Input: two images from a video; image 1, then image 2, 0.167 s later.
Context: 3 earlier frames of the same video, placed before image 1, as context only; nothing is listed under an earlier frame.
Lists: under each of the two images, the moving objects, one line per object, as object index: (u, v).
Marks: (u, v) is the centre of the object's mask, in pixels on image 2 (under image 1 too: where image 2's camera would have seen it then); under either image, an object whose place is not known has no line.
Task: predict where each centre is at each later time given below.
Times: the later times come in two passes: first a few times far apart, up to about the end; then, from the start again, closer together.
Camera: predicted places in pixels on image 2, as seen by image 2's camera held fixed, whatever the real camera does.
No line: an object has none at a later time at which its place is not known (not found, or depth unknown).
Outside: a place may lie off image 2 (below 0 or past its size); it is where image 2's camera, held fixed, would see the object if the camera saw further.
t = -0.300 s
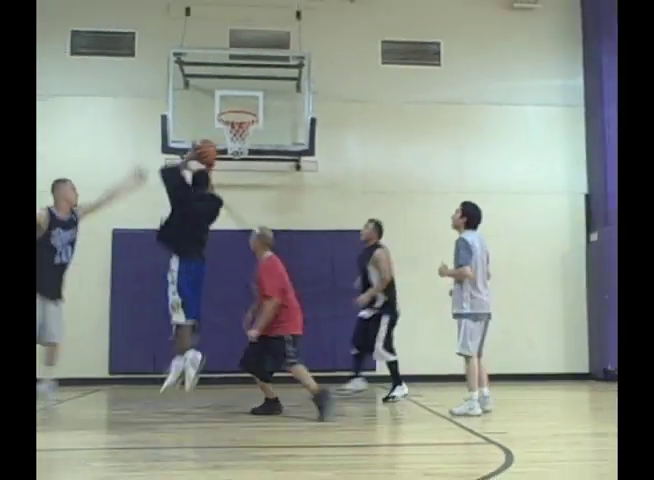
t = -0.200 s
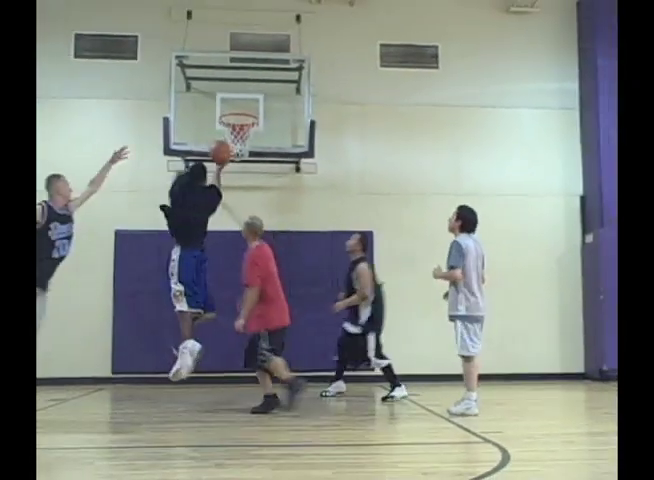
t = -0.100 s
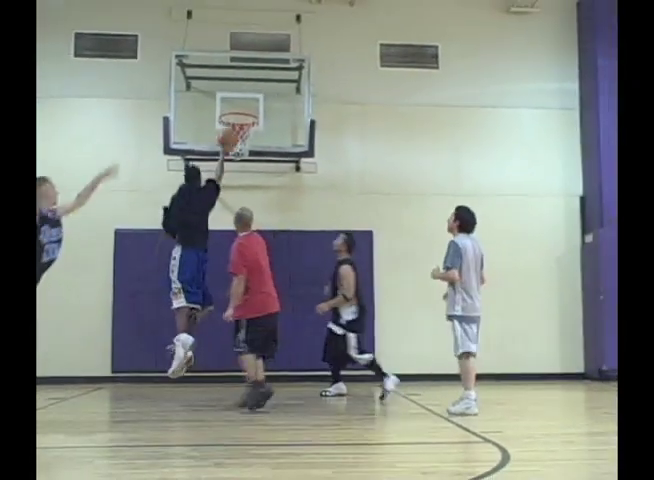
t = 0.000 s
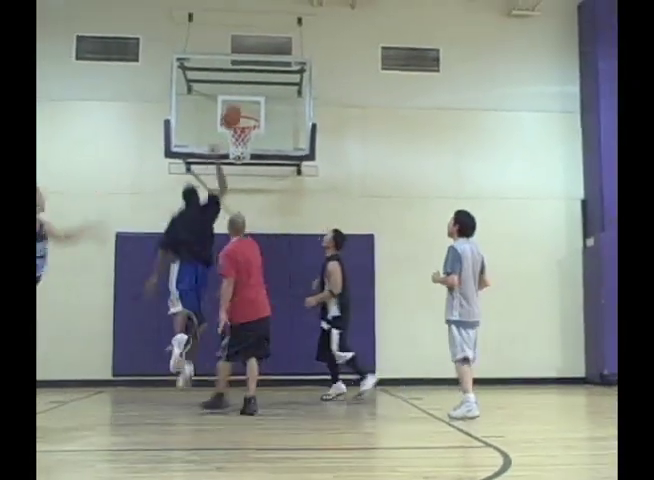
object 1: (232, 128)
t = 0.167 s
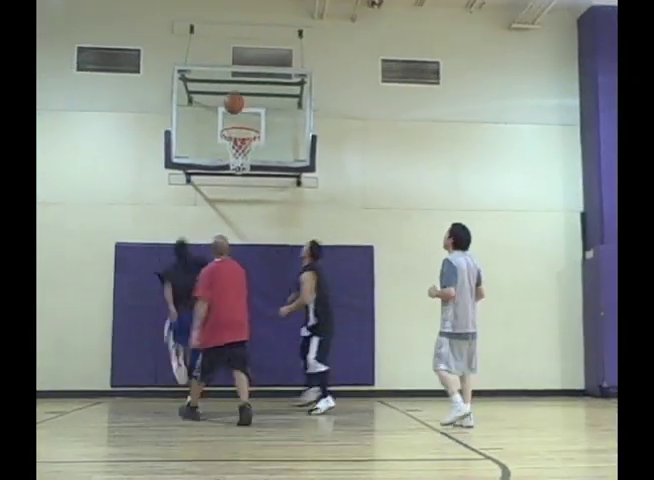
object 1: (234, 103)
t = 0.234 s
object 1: (234, 101)
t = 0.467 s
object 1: (237, 120)
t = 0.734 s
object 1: (237, 170)
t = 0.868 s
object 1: (239, 178)
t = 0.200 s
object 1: (234, 101)
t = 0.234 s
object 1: (234, 101)
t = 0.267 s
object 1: (235, 101)
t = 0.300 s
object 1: (235, 102)
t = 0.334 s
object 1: (235, 104)
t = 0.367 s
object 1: (235, 107)
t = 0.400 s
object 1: (236, 111)
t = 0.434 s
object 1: (236, 115)
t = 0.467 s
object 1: (237, 120)
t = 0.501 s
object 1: (237, 125)
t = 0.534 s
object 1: (237, 133)
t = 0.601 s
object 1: (243, 141)
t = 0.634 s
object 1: (236, 168)
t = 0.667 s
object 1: (237, 168)
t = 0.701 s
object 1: (237, 168)
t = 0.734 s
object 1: (237, 170)
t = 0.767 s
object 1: (238, 171)
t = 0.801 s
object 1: (238, 173)
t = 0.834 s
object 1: (239, 175)
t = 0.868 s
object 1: (239, 178)
